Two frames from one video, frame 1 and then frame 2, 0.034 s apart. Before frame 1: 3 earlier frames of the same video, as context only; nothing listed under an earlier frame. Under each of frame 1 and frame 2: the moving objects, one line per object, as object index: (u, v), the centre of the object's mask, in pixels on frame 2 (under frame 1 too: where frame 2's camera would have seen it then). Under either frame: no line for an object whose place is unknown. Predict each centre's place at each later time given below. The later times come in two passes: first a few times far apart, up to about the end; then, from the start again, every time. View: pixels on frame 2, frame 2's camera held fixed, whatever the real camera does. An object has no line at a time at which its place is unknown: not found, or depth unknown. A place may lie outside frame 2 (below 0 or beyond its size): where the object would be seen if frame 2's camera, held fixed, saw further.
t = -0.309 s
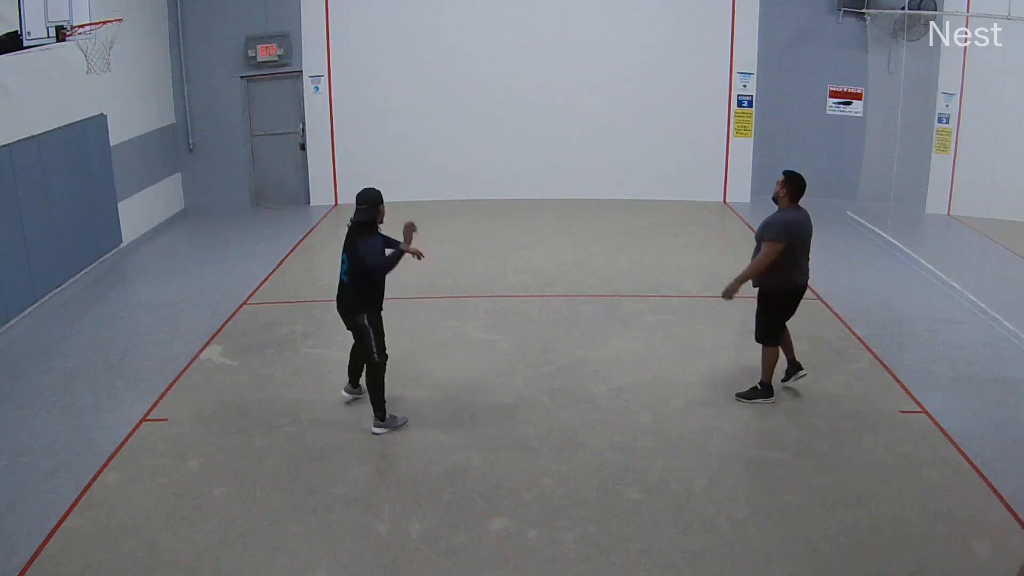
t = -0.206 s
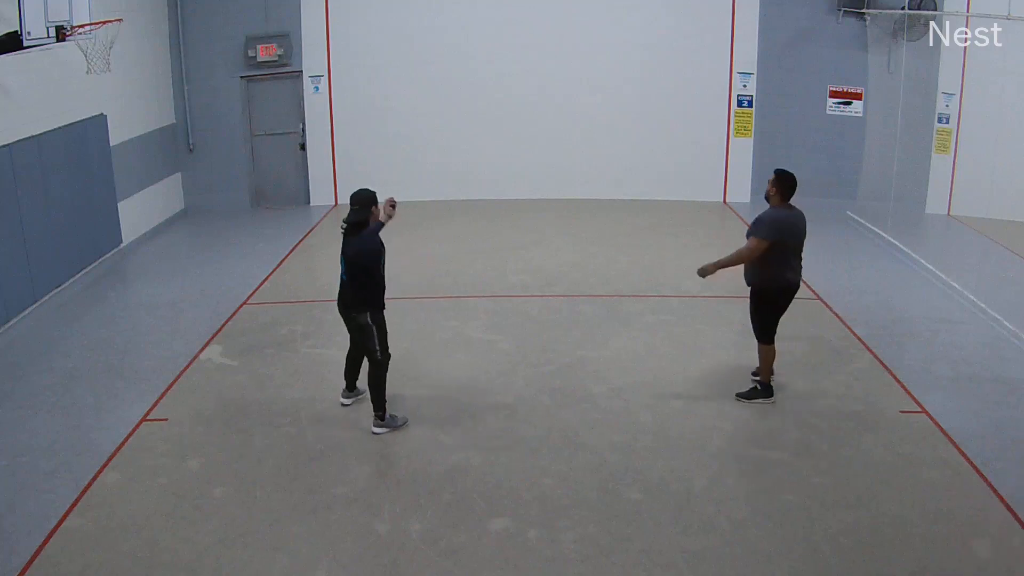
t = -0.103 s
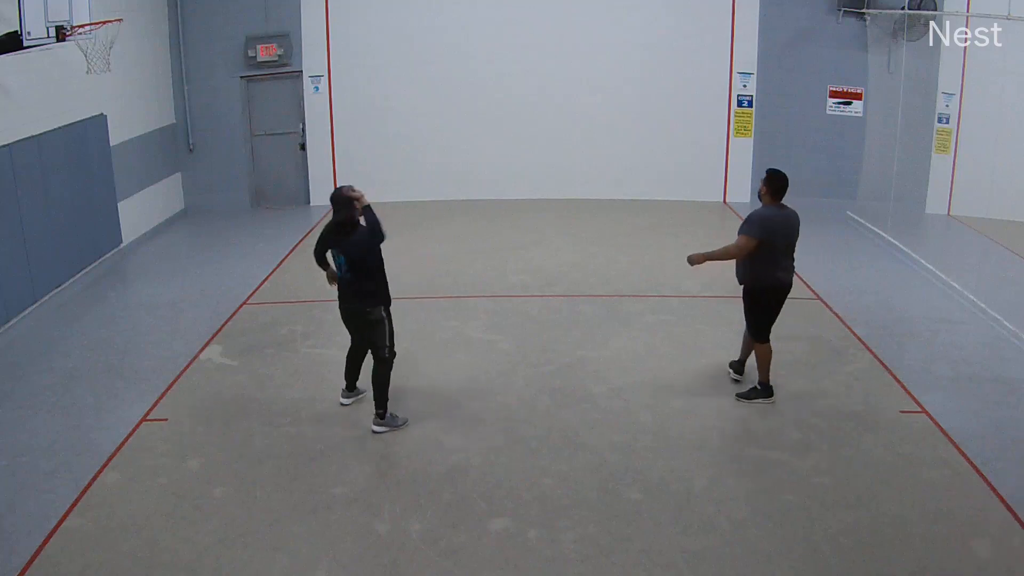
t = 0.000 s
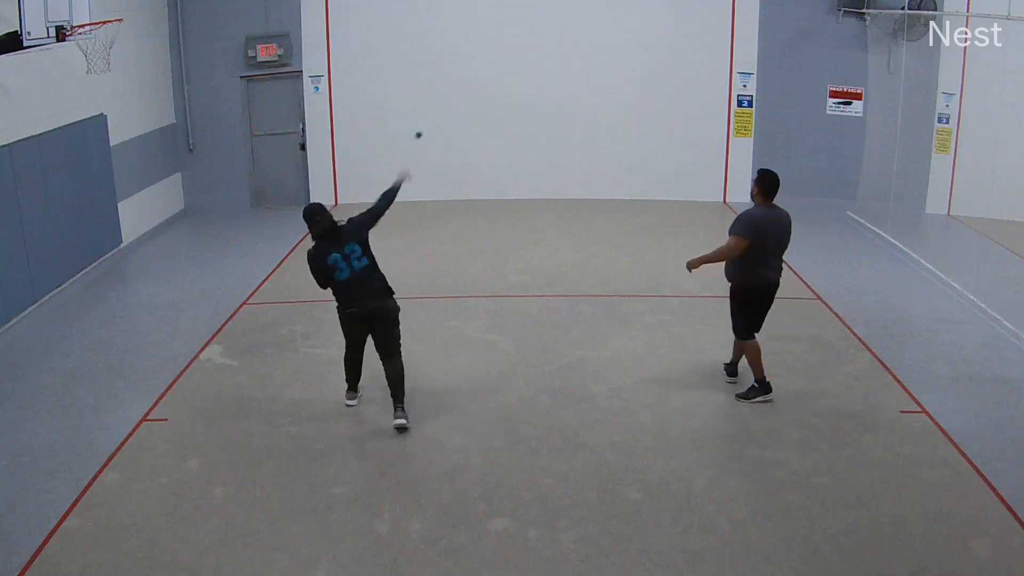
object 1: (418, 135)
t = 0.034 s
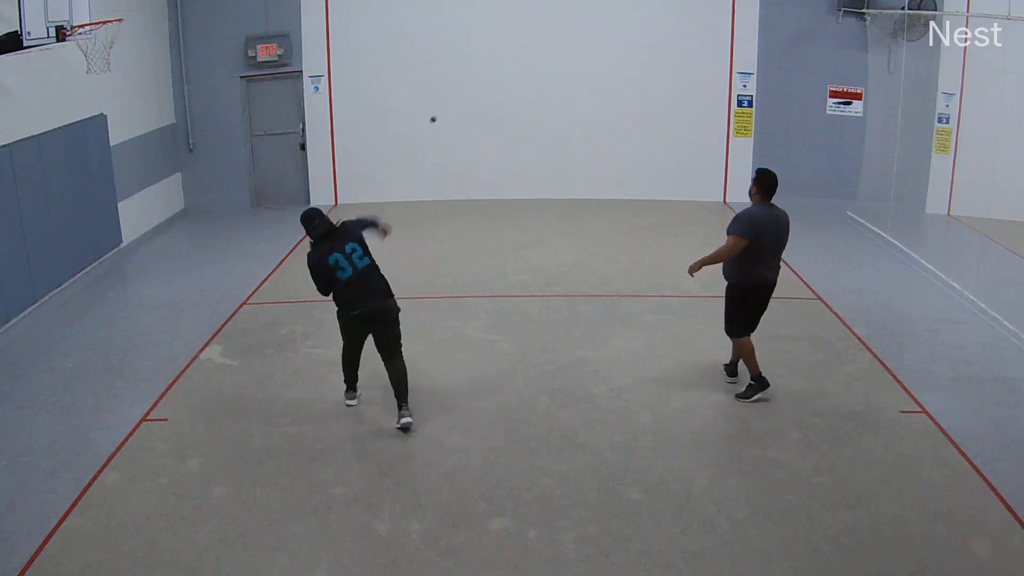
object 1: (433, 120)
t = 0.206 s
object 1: (477, 85)
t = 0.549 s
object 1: (499, 145)
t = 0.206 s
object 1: (477, 85)
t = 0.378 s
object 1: (494, 93)
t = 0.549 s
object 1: (499, 145)
